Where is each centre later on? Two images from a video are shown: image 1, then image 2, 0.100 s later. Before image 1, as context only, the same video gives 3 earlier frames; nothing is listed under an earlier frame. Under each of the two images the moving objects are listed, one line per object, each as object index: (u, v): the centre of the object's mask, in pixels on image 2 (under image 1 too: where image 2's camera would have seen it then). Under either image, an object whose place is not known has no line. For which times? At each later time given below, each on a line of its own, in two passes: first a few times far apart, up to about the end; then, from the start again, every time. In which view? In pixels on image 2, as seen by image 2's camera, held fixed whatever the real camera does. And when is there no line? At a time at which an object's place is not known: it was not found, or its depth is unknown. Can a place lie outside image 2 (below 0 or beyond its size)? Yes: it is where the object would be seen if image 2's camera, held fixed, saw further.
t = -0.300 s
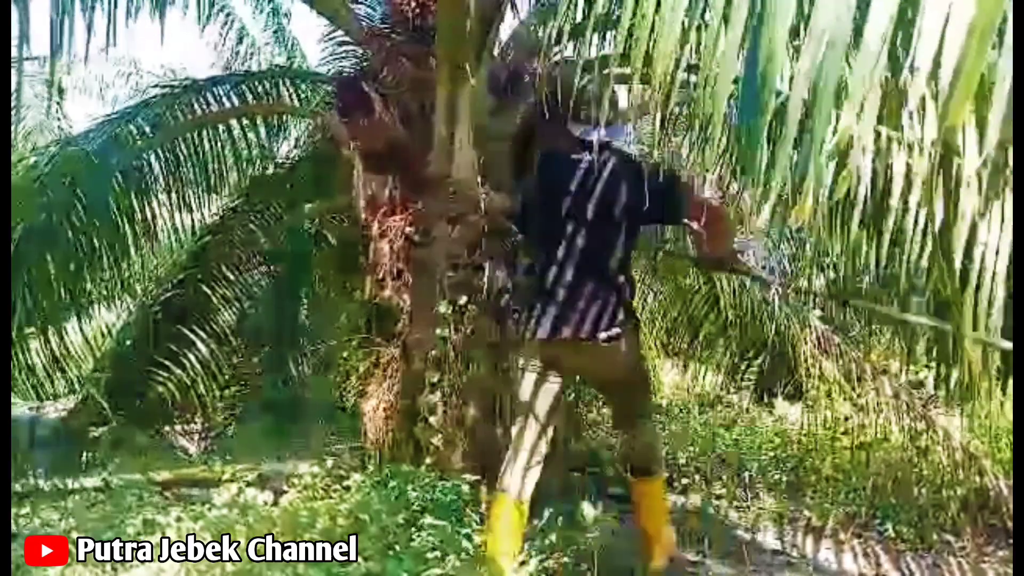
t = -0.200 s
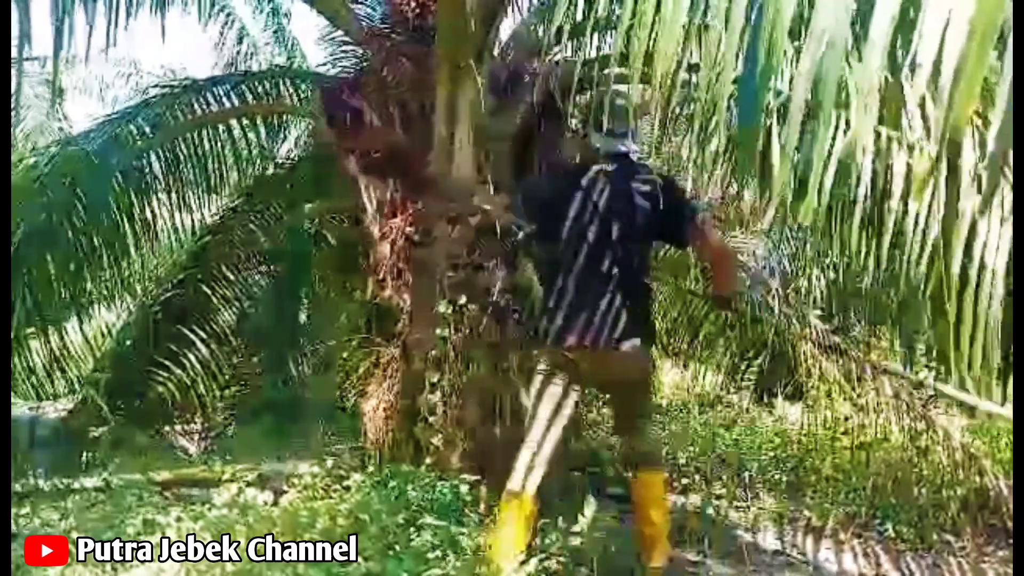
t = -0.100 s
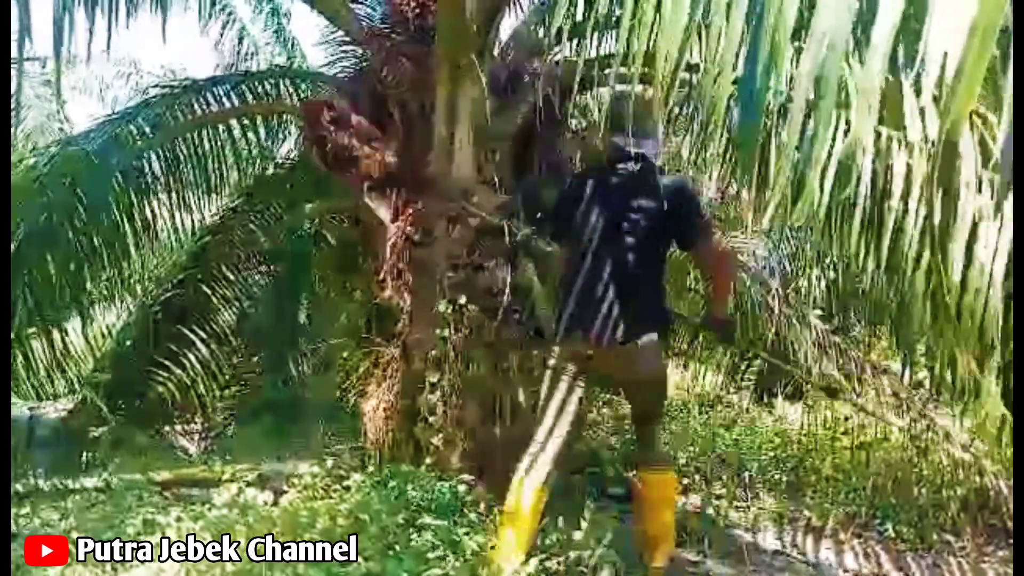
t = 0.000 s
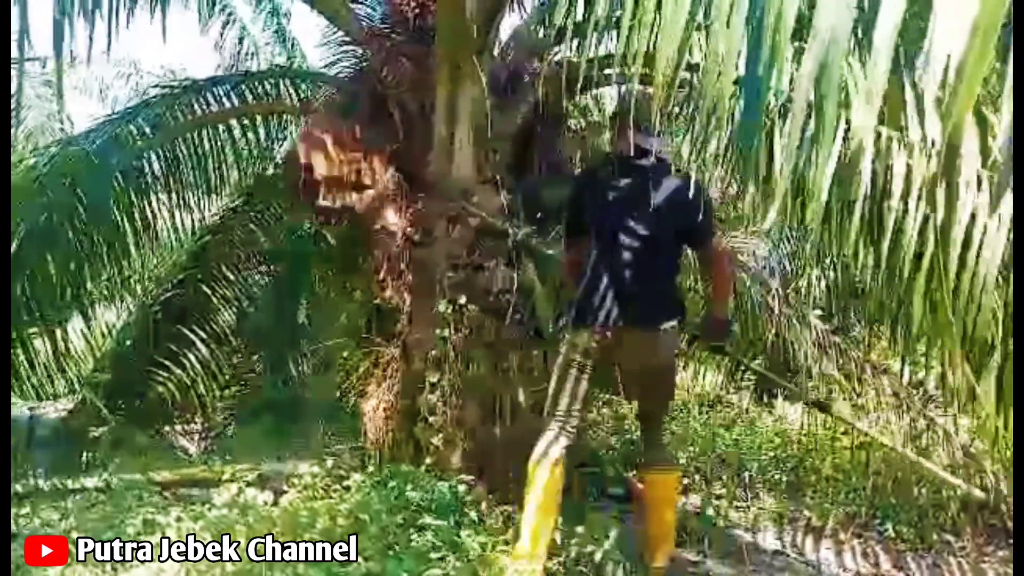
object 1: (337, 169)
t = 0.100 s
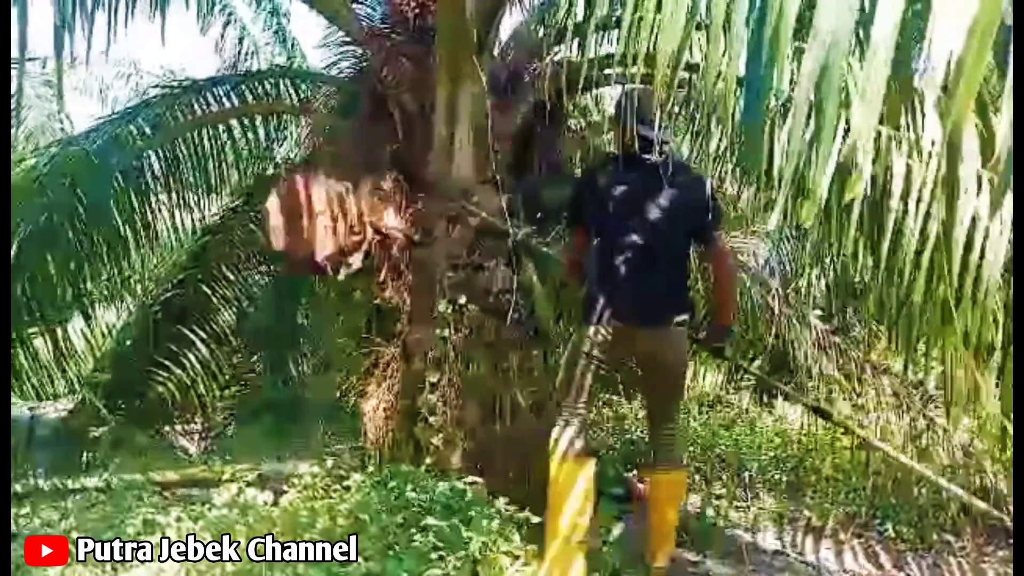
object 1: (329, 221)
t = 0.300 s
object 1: (277, 407)
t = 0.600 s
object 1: (244, 469)
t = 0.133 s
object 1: (330, 237)
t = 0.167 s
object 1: (306, 274)
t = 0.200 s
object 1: (295, 300)
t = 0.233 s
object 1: (290, 335)
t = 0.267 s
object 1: (285, 373)
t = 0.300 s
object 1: (277, 407)
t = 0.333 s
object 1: (268, 444)
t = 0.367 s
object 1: (266, 472)
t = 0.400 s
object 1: (262, 476)
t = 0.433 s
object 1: (258, 471)
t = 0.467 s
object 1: (255, 466)
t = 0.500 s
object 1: (253, 462)
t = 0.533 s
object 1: (248, 464)
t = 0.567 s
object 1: (245, 464)
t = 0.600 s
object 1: (244, 469)
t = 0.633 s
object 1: (240, 475)
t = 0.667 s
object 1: (238, 478)
